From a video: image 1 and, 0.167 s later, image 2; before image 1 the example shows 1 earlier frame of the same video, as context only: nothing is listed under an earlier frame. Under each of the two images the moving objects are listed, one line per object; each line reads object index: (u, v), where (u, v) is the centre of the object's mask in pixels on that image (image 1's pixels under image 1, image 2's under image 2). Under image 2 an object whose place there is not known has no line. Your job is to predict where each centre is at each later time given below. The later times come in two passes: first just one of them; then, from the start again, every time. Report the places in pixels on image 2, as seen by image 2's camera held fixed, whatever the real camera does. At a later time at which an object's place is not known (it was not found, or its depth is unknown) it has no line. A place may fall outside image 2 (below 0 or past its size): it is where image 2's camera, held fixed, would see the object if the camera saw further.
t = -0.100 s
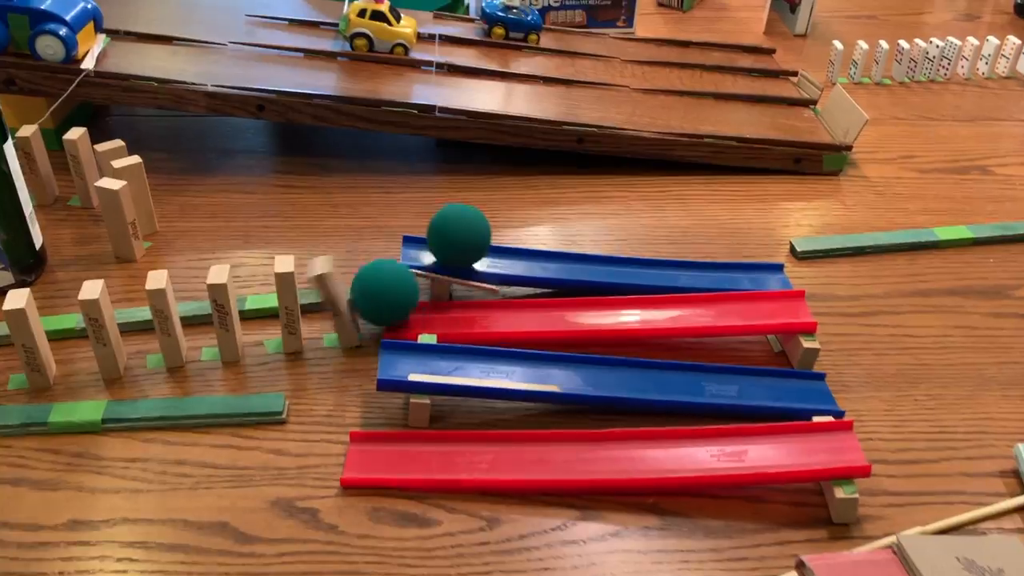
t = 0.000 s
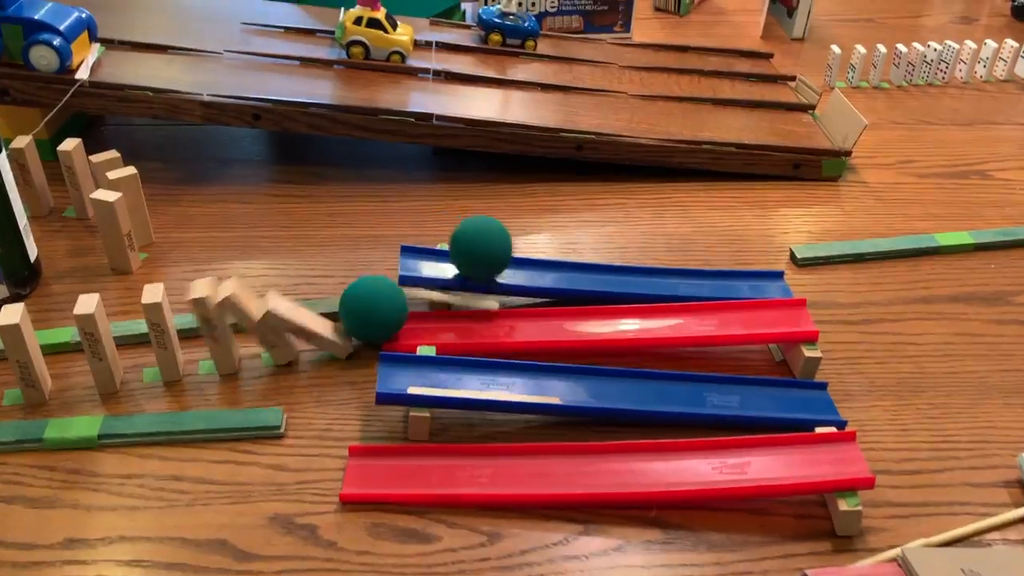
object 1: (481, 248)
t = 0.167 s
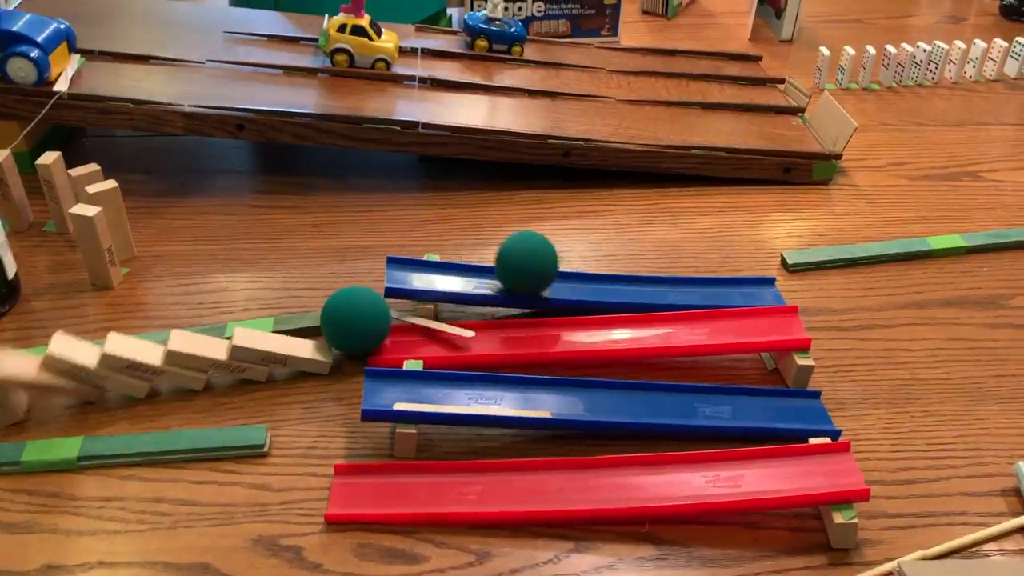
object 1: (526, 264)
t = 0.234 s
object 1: (557, 266)
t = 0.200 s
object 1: (541, 264)
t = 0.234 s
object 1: (557, 266)
